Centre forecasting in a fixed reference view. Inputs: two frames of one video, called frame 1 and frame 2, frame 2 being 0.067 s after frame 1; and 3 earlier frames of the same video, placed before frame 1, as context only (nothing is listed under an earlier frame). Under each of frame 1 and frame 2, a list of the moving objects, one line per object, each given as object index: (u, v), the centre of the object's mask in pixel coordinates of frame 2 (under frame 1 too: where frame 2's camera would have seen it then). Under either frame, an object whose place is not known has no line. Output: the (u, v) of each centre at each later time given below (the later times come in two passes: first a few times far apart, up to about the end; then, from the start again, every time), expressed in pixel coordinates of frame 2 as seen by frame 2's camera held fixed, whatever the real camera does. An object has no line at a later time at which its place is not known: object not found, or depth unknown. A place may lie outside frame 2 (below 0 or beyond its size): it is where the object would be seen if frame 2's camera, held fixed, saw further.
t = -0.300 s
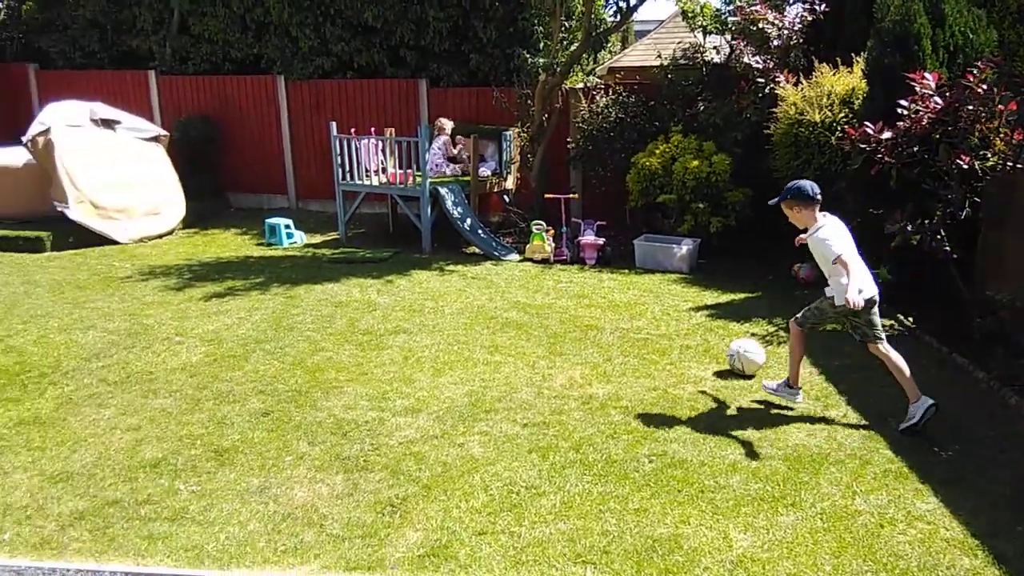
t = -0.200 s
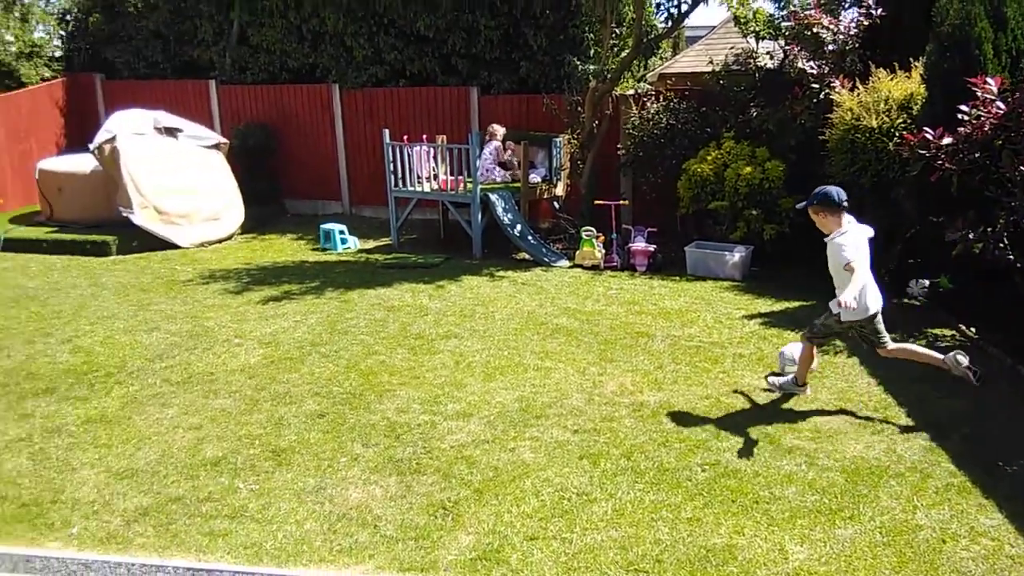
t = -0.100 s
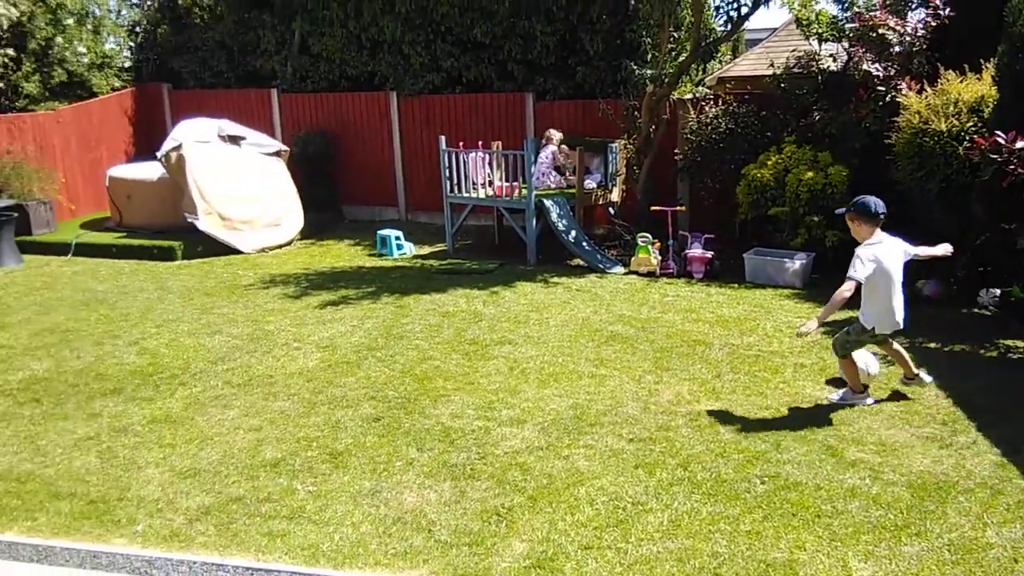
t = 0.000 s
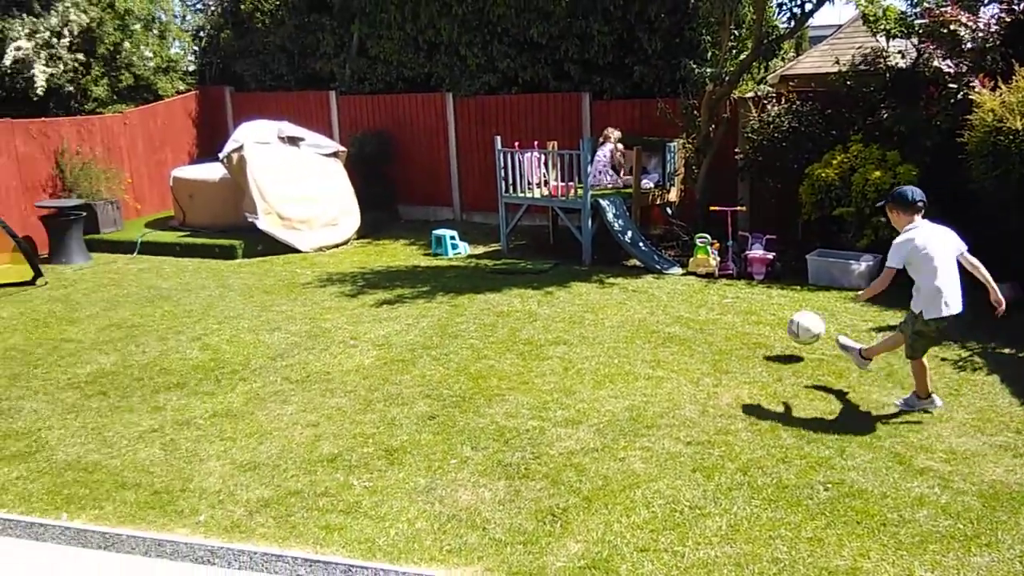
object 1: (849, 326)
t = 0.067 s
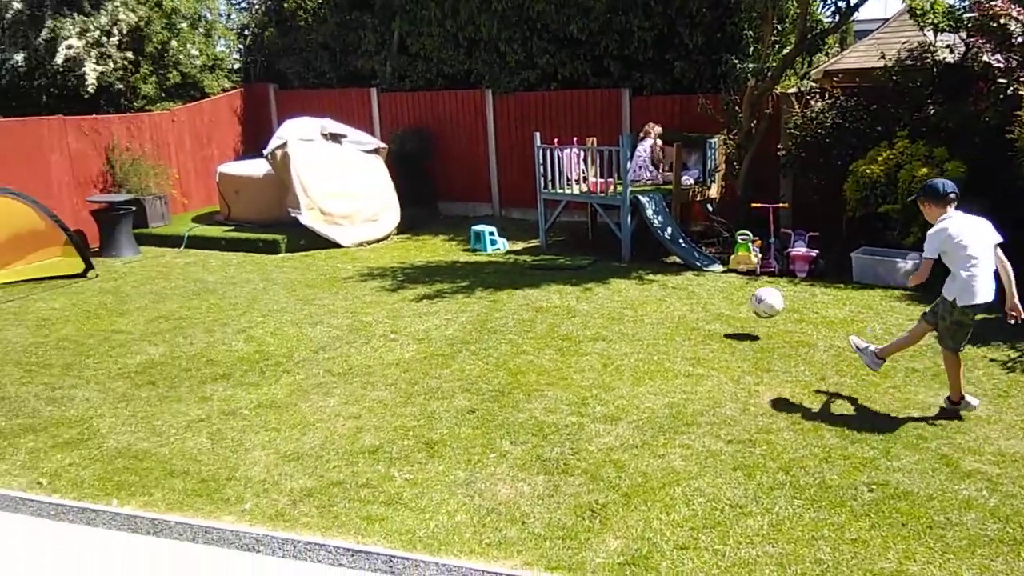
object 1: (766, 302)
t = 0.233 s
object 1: (607, 280)
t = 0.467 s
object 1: (483, 253)
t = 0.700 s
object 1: (411, 247)
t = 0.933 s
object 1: (370, 237)
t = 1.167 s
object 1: (409, 230)
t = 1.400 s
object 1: (443, 237)
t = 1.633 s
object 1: (461, 238)
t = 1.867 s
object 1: (460, 240)
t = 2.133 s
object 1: (461, 240)
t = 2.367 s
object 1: (461, 240)
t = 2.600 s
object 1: (460, 240)
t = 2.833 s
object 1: (461, 240)
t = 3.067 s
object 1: (461, 240)
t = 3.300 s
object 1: (461, 240)
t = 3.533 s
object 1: (460, 240)
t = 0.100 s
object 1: (730, 294)
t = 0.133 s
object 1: (696, 288)
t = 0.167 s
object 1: (664, 284)
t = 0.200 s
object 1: (635, 281)
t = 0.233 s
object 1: (607, 280)
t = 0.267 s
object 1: (581, 280)
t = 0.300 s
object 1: (558, 280)
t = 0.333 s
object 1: (541, 274)
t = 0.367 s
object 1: (526, 266)
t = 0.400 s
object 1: (511, 260)
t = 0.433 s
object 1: (498, 256)
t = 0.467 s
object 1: (483, 253)
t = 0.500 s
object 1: (471, 252)
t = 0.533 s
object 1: (459, 251)
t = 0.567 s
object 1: (447, 252)
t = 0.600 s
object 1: (436, 253)
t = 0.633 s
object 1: (425, 254)
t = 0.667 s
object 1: (418, 251)
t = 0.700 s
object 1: (411, 247)
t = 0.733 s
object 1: (405, 245)
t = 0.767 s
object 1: (398, 242)
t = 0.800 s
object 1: (391, 242)
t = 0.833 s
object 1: (386, 242)
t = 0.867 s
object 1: (380, 240)
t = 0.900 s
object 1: (375, 238)
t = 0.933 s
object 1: (370, 237)
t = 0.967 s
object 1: (369, 236)
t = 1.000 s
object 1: (375, 234)
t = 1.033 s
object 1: (383, 231)
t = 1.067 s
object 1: (389, 228)
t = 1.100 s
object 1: (396, 227)
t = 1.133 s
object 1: (403, 228)
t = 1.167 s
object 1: (409, 230)
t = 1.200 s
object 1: (416, 233)
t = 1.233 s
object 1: (424, 237)
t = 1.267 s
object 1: (431, 240)
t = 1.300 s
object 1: (434, 239)
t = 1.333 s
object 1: (437, 238)
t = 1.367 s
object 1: (440, 237)
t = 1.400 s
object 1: (443, 237)
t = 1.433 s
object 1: (447, 238)
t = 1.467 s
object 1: (450, 240)
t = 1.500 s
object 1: (453, 241)
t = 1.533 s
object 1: (456, 239)
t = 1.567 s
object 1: (459, 239)
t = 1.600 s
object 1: (461, 238)
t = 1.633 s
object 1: (461, 238)
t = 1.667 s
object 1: (461, 237)
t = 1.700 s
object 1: (460, 238)
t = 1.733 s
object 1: (460, 239)
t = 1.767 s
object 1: (460, 240)
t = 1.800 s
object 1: (460, 240)
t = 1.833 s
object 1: (460, 240)
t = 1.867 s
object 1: (460, 240)
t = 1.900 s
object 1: (460, 240)
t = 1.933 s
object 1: (460, 240)
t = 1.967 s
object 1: (460, 240)
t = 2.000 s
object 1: (461, 240)
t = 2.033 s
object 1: (460, 240)
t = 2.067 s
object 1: (460, 240)
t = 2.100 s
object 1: (461, 240)
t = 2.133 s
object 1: (461, 240)
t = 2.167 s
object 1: (461, 240)
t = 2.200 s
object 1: (461, 240)
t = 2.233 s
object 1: (461, 240)
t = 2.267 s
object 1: (461, 240)
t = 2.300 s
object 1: (461, 240)
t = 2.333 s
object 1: (461, 240)
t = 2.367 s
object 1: (461, 240)
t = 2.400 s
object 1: (461, 240)
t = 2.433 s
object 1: (460, 240)
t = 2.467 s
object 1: (461, 240)
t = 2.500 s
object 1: (460, 240)
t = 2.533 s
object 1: (460, 240)
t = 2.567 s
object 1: (460, 240)
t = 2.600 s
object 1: (460, 240)
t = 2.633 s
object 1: (461, 240)
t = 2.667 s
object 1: (460, 240)
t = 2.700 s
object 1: (461, 240)
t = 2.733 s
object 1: (460, 240)
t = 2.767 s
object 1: (461, 240)
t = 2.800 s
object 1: (461, 240)
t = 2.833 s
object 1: (461, 240)
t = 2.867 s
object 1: (460, 240)
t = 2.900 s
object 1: (461, 240)
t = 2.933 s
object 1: (461, 240)
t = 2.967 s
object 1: (460, 240)
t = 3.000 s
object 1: (461, 240)
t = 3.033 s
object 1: (460, 240)
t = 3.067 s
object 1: (461, 240)
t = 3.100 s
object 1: (461, 240)
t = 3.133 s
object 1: (461, 240)
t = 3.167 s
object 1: (461, 240)
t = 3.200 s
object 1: (461, 240)
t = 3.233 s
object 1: (460, 240)
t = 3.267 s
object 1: (461, 240)
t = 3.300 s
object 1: (461, 240)
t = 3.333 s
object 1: (460, 240)
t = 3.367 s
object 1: (461, 240)
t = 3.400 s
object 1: (461, 240)
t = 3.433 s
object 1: (461, 240)
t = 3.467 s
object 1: (460, 240)
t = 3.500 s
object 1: (460, 240)
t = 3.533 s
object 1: (460, 240)
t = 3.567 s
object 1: (460, 240)
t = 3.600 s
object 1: (461, 240)
